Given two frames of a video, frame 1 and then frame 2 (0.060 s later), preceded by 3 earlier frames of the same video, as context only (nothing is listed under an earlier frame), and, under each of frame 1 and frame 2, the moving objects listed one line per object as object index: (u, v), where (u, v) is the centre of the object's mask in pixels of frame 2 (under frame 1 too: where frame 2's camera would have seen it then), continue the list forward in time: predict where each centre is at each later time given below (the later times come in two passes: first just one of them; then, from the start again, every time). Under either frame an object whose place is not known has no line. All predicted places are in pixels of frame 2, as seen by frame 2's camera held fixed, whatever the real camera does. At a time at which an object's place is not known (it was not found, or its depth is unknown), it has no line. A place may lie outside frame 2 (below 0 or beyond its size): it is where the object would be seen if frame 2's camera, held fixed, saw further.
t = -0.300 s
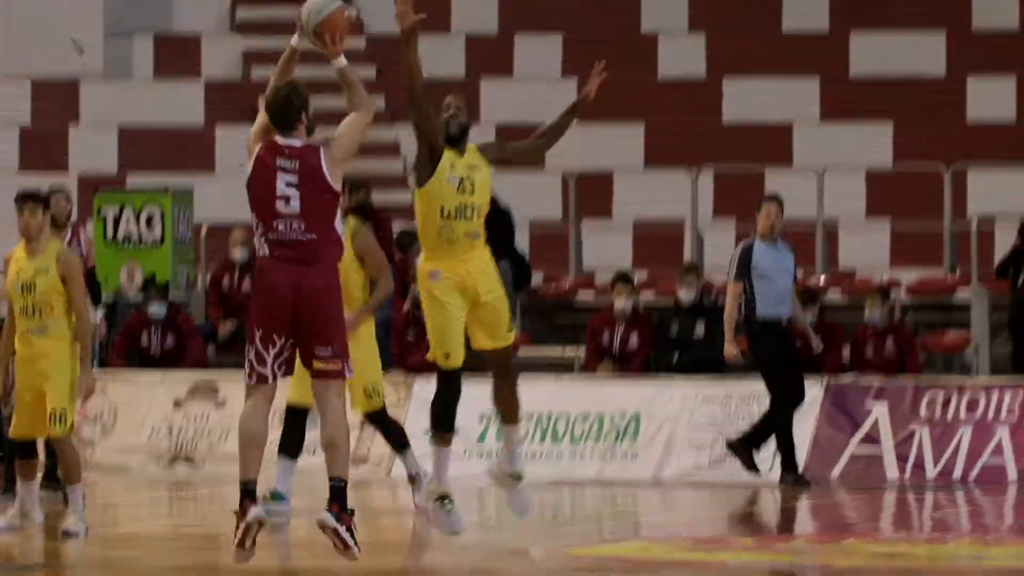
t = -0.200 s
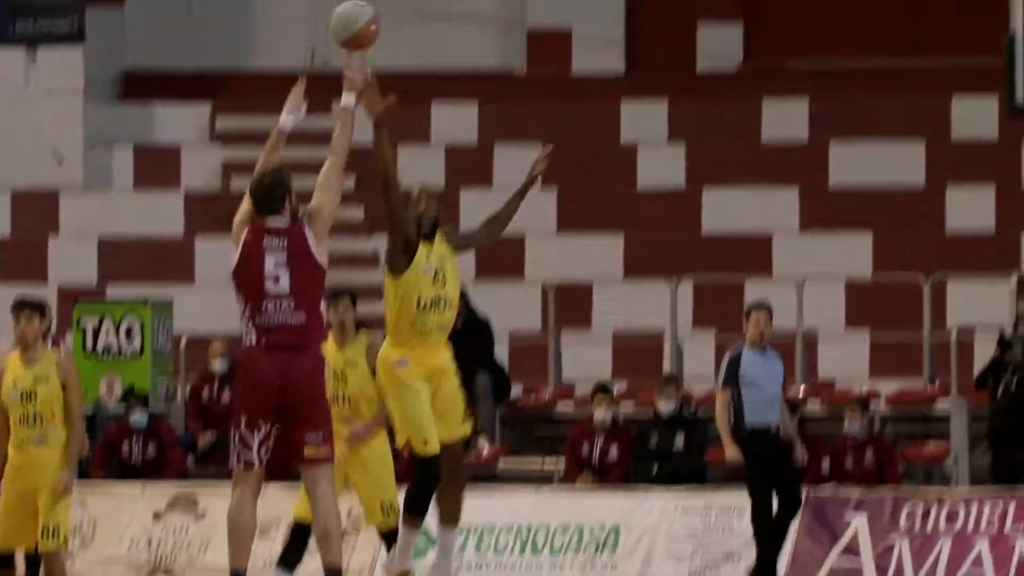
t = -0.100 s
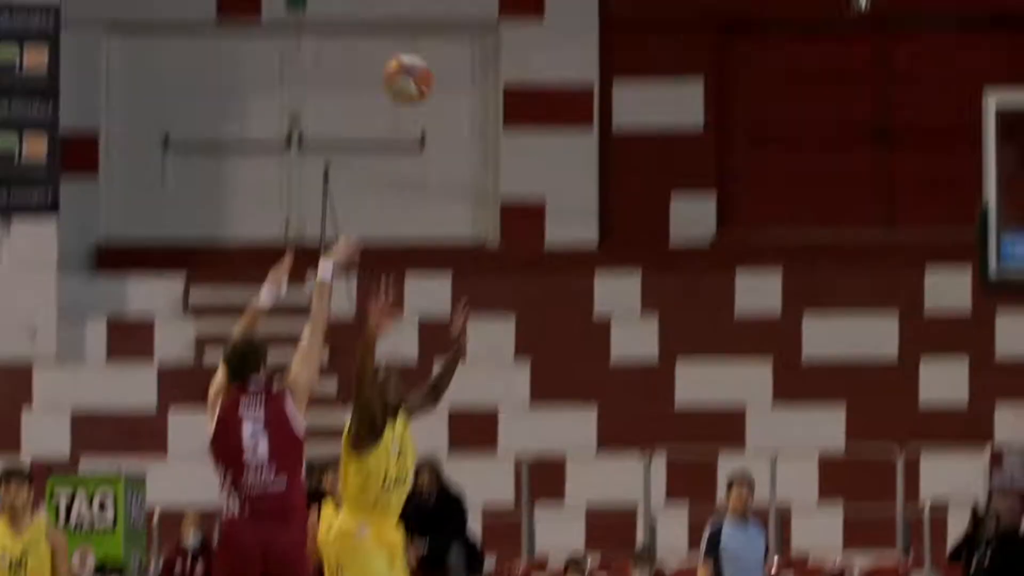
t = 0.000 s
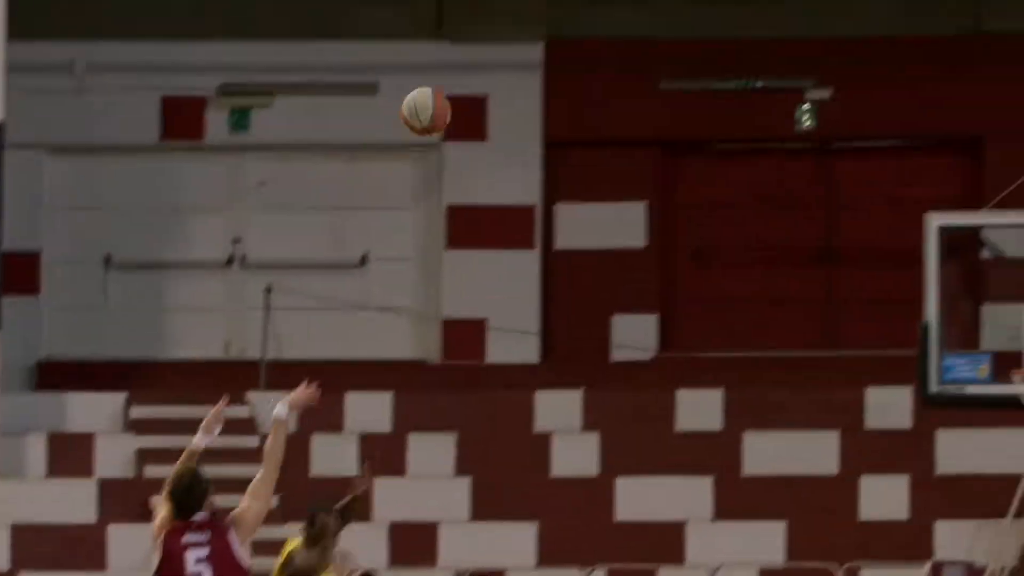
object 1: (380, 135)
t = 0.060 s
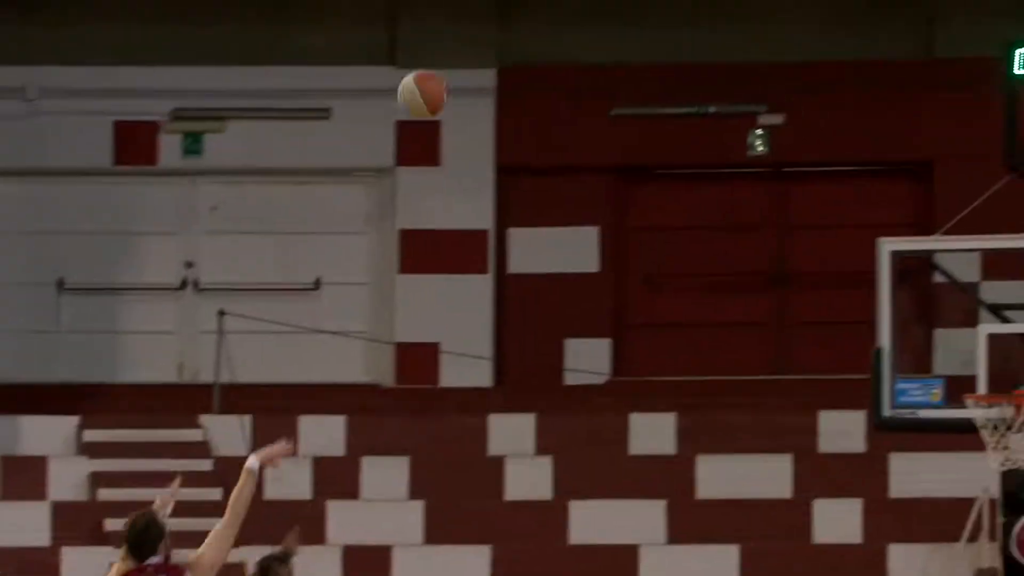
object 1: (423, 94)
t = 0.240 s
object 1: (543, 21)
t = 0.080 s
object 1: (436, 83)
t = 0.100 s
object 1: (449, 72)
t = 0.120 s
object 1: (464, 61)
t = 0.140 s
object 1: (478, 53)
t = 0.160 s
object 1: (491, 45)
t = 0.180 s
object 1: (505, 38)
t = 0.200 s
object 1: (518, 31)
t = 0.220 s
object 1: (531, 26)
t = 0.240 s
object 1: (543, 21)
